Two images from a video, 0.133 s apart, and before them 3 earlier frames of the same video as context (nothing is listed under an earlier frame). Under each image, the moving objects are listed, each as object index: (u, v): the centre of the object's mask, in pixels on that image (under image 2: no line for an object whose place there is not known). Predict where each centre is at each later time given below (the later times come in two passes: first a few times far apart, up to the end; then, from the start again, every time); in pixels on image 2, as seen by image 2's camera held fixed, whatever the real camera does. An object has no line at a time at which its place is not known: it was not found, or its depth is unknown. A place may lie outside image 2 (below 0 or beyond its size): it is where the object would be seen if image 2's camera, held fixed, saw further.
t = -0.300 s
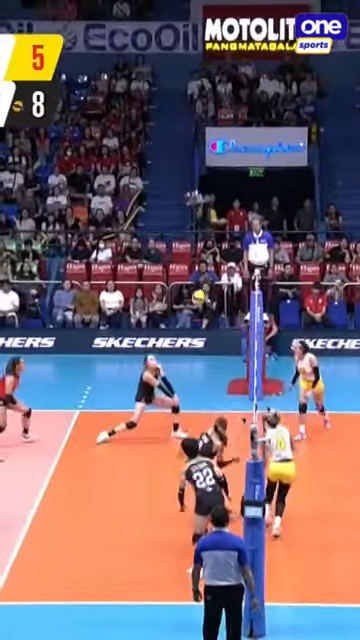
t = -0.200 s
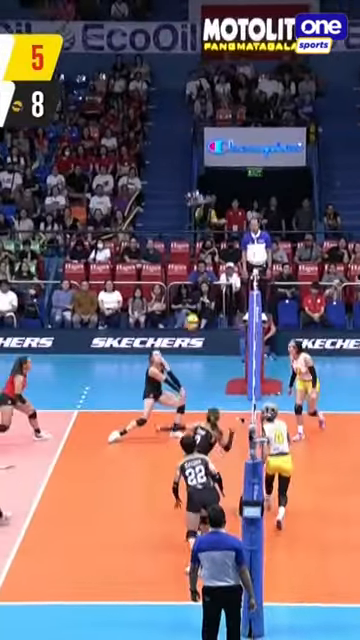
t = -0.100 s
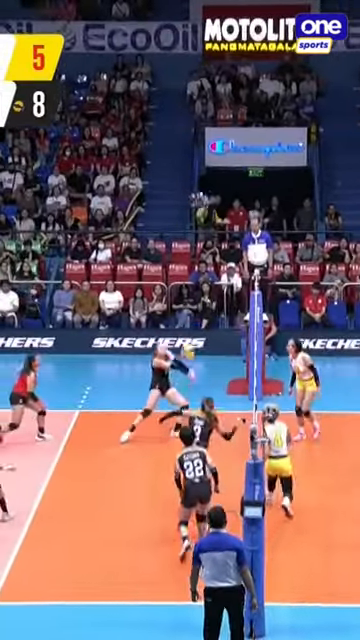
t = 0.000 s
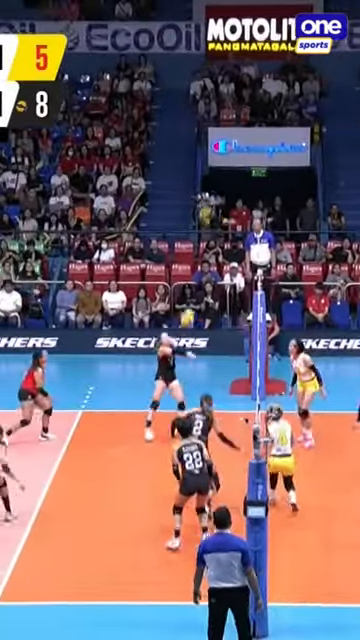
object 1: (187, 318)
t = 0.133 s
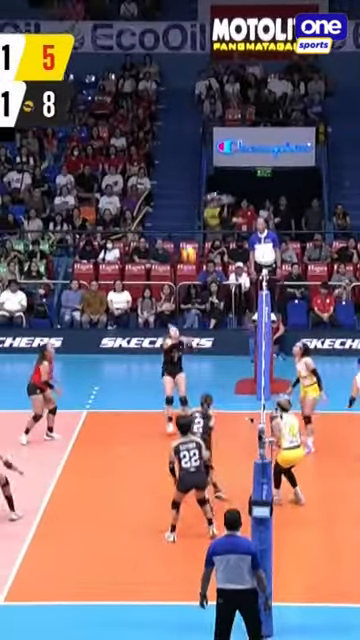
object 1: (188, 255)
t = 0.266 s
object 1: (185, 198)
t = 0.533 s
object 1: (177, 122)
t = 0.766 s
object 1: (171, 95)
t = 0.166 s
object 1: (188, 239)
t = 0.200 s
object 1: (187, 225)
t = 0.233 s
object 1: (186, 211)
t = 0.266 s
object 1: (185, 198)
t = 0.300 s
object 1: (184, 186)
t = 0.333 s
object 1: (183, 175)
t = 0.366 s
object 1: (182, 165)
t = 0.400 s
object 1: (181, 155)
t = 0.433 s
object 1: (180, 145)
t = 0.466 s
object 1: (179, 137)
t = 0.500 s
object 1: (178, 129)
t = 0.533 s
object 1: (177, 122)
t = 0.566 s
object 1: (176, 116)
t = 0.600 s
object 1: (175, 110)
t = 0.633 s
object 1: (174, 105)
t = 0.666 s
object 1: (173, 101)
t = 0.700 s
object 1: (173, 98)
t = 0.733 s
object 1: (171, 95)
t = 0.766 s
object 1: (171, 95)
